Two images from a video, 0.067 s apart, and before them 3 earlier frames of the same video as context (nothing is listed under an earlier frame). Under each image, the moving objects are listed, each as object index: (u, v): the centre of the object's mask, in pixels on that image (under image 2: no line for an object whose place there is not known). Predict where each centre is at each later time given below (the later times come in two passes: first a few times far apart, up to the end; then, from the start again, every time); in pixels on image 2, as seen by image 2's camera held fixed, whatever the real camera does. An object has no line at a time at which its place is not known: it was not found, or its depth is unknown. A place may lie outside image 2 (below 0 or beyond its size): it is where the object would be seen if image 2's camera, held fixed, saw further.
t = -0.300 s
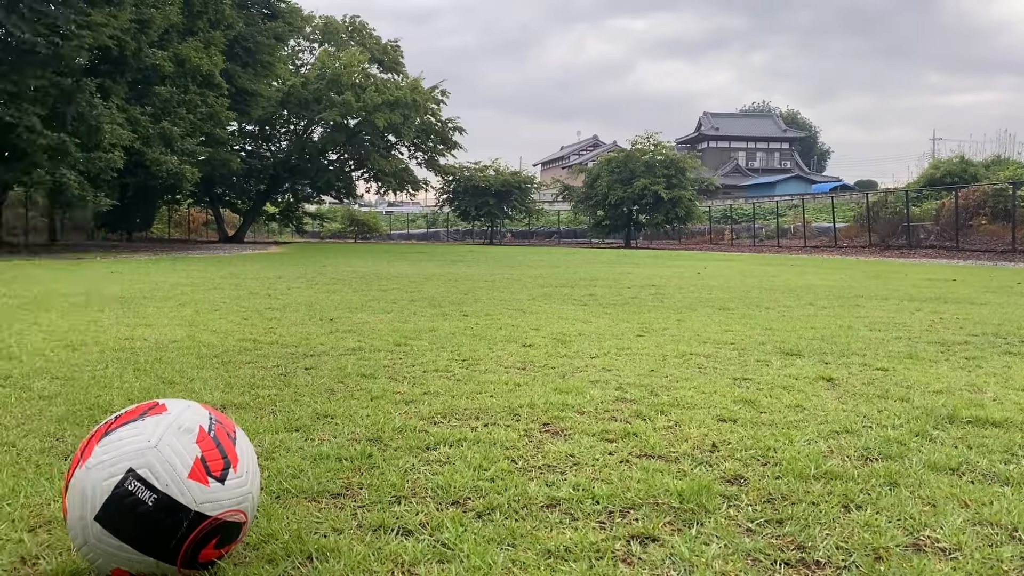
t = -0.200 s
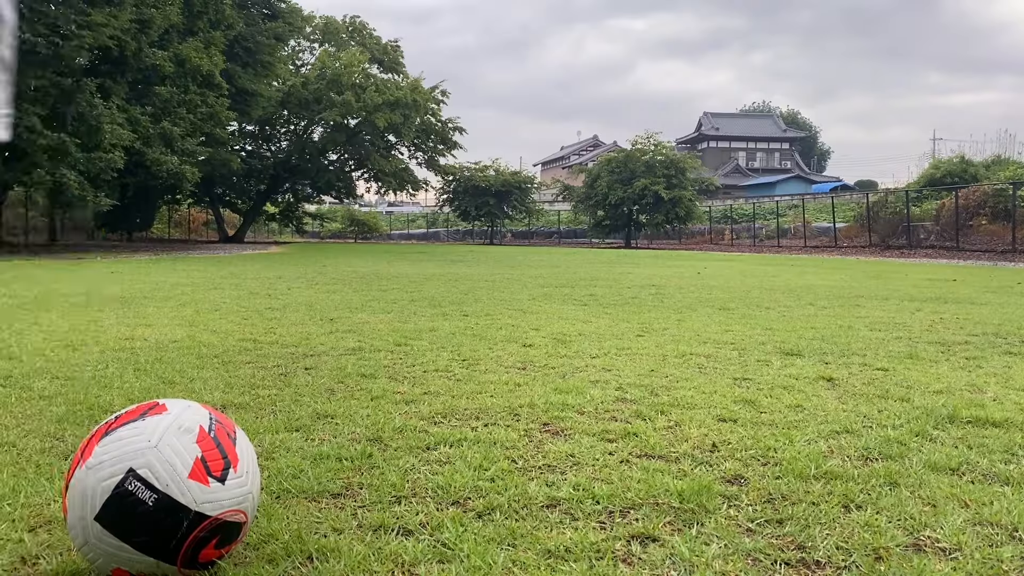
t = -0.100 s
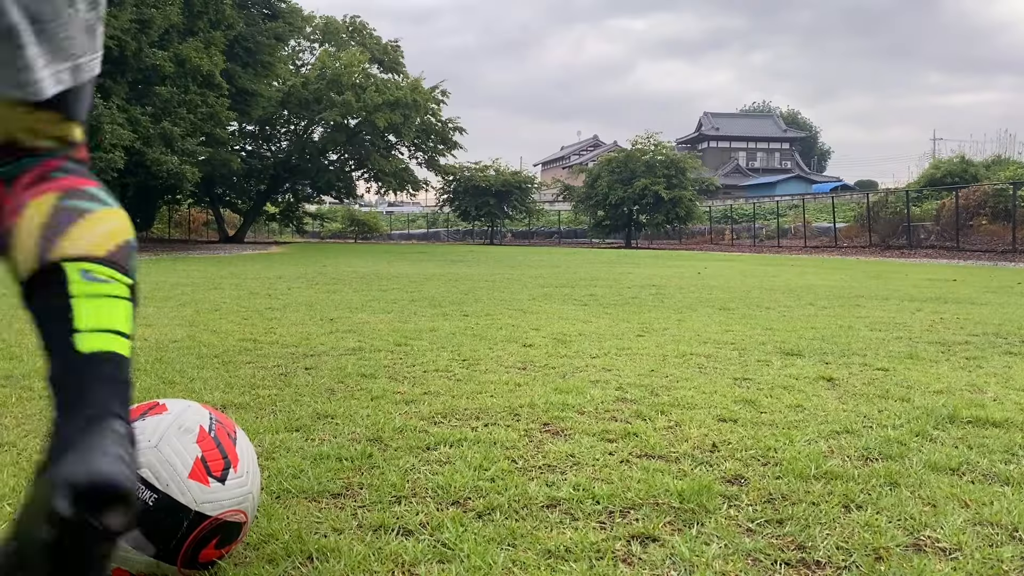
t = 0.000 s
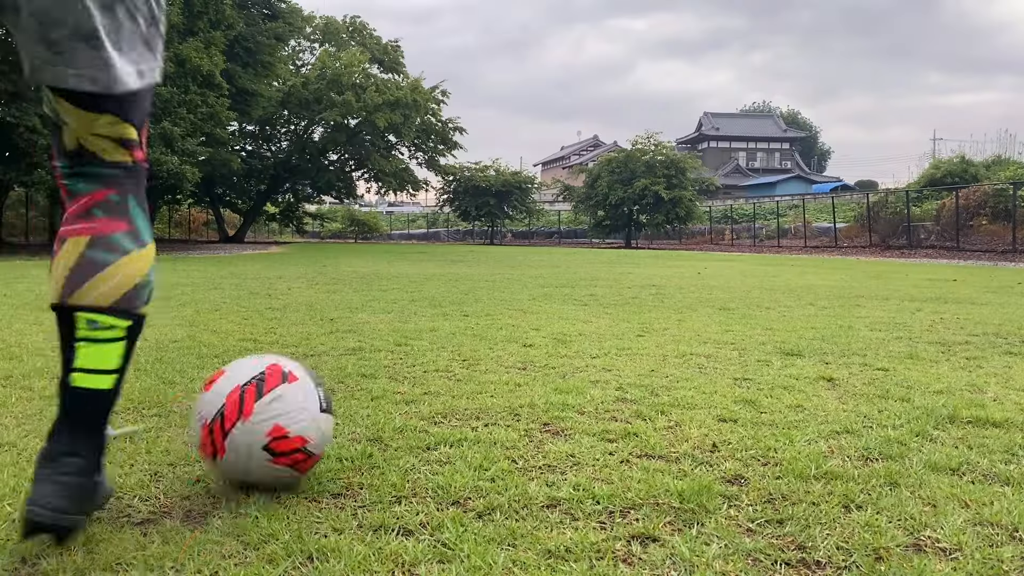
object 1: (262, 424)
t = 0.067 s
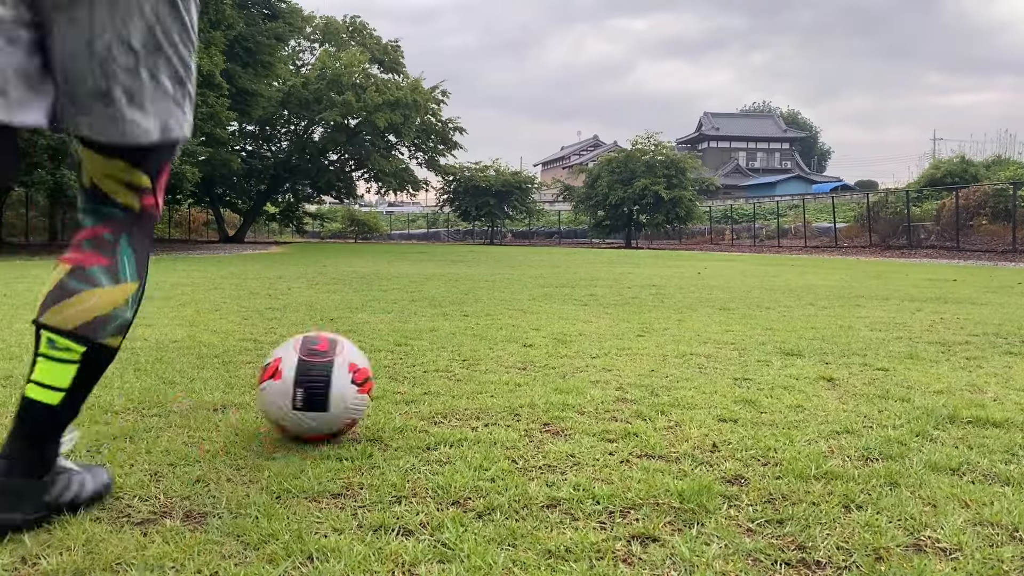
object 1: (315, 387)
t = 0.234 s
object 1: (388, 345)
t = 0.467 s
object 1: (432, 314)
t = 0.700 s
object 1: (452, 305)
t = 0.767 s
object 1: (456, 302)
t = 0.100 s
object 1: (335, 377)
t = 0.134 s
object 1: (351, 366)
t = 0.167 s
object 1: (365, 354)
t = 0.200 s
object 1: (377, 349)
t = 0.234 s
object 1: (388, 345)
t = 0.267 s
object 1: (399, 340)
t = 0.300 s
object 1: (406, 333)
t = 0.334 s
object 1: (412, 328)
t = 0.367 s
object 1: (418, 326)
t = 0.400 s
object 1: (423, 322)
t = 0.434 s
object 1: (427, 316)
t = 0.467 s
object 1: (432, 314)
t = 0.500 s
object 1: (436, 315)
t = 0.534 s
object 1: (440, 313)
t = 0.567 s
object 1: (442, 311)
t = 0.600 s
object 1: (445, 310)
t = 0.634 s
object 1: (447, 308)
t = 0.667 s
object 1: (449, 306)
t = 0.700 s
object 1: (452, 305)
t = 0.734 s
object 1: (454, 303)
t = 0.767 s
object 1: (456, 302)
